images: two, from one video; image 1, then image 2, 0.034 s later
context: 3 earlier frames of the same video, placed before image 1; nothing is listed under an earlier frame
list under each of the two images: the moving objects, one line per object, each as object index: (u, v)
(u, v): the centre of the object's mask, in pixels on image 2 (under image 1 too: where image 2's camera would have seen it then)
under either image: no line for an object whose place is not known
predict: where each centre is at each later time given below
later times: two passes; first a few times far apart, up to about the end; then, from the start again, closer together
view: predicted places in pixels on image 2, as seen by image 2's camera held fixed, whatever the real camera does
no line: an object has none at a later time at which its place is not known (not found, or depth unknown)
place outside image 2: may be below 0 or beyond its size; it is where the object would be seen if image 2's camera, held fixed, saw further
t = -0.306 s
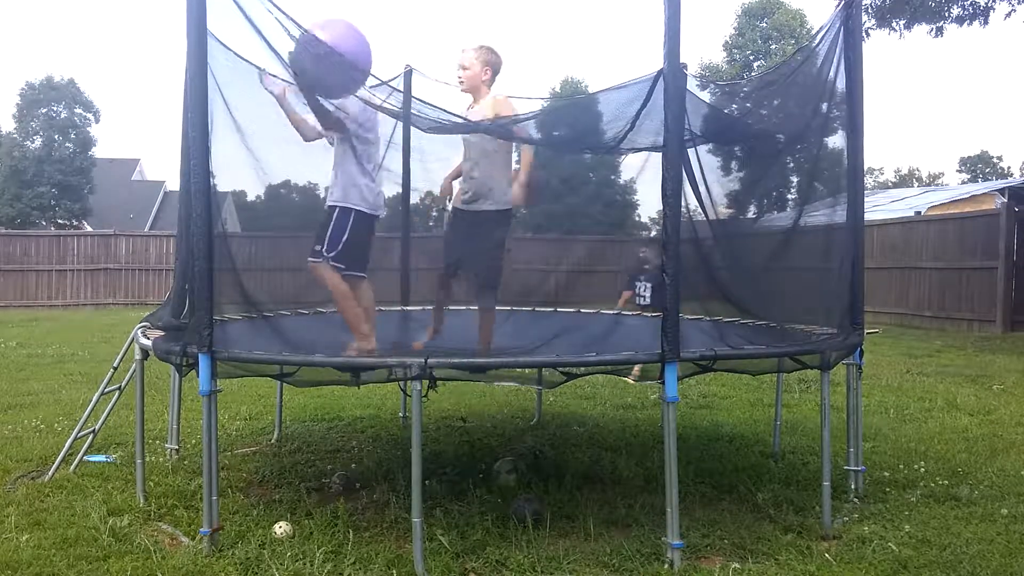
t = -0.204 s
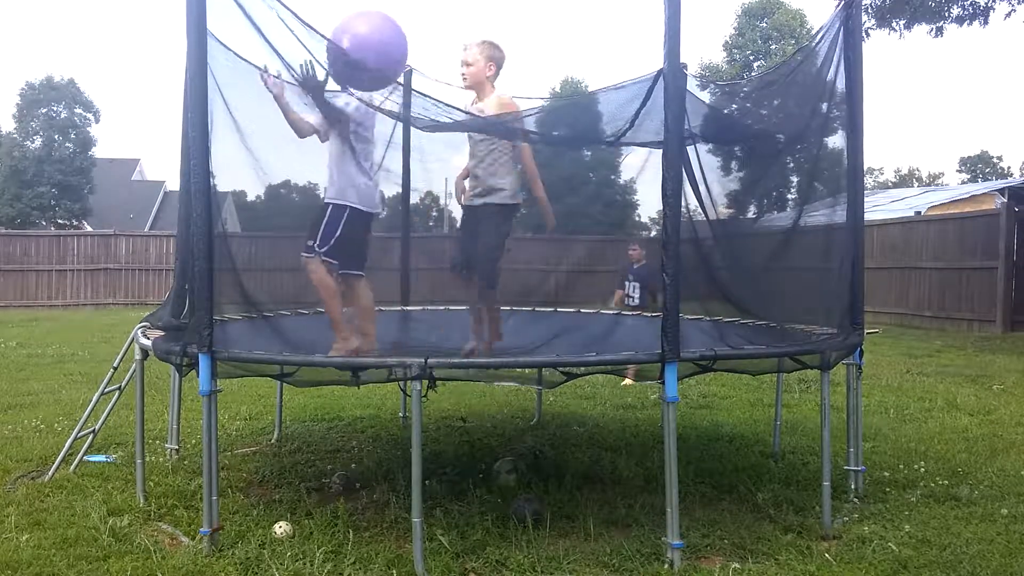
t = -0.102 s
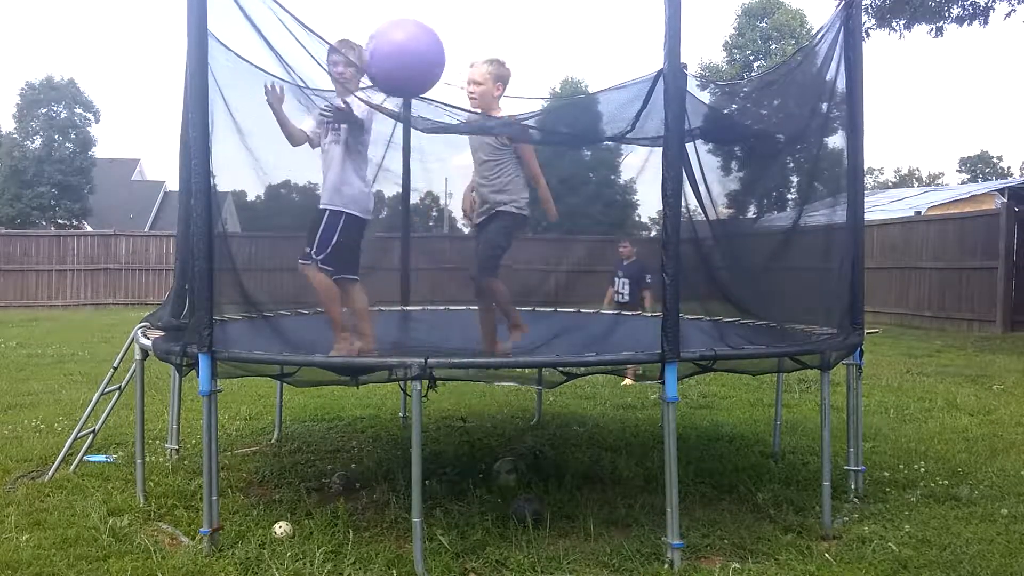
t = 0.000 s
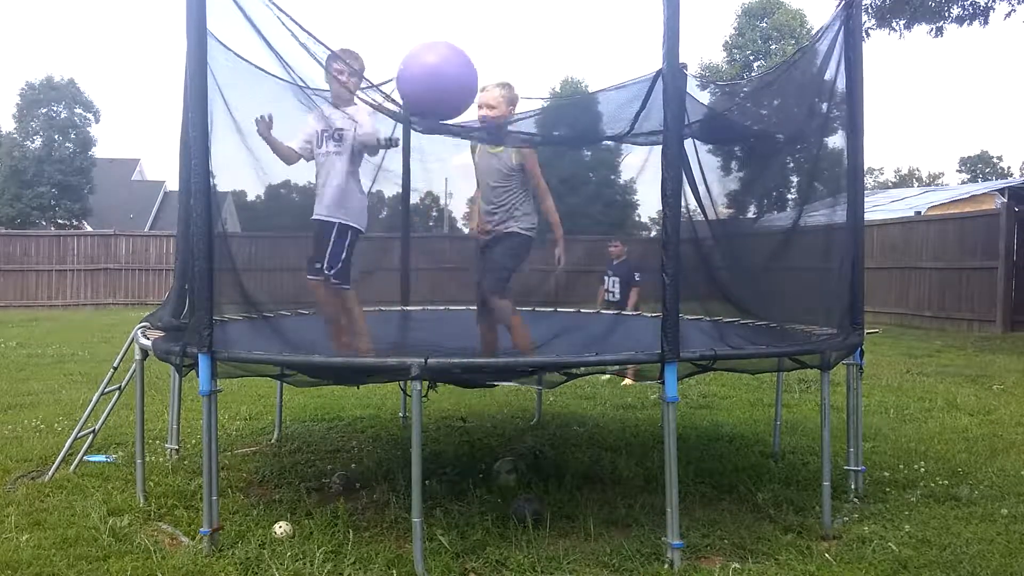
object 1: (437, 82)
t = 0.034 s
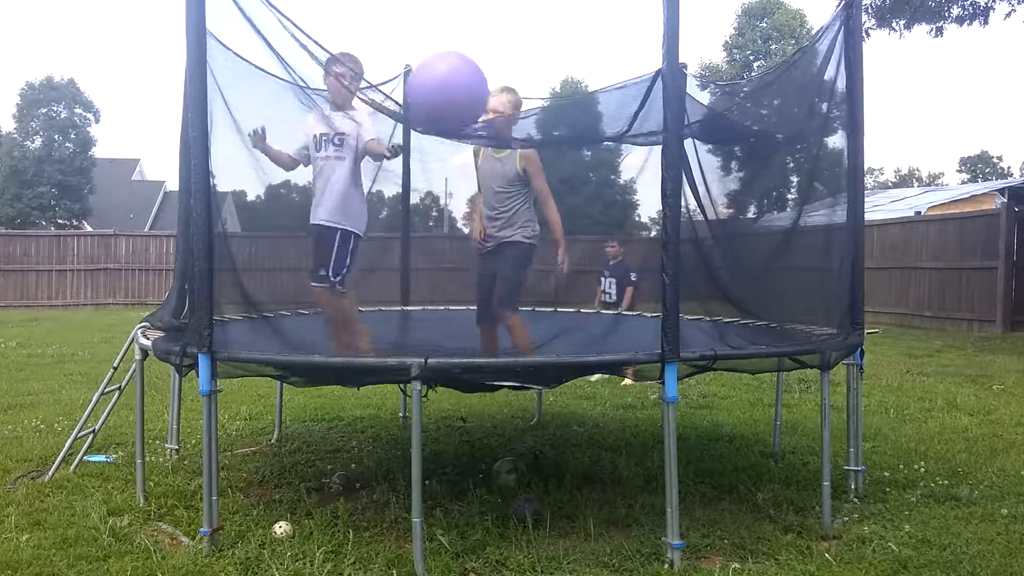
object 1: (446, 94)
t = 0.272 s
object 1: (530, 120)
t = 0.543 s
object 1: (599, 111)
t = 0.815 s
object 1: (639, 197)
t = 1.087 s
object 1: (671, 463)
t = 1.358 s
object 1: (685, 446)
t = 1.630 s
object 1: (689, 401)
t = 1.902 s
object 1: (687, 546)
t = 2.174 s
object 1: (700, 538)
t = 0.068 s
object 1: (459, 105)
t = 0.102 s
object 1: (470, 117)
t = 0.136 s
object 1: (481, 125)
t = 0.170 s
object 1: (494, 128)
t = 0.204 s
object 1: (507, 128)
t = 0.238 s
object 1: (519, 125)
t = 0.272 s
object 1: (530, 120)
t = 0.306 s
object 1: (539, 116)
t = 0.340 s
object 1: (551, 112)
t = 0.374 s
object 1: (561, 110)
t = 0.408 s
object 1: (570, 109)
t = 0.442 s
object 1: (578, 108)
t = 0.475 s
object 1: (586, 105)
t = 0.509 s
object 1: (592, 107)
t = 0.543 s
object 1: (599, 111)
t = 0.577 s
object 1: (605, 110)
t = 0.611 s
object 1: (610, 114)
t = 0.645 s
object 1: (615, 121)
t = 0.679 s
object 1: (620, 131)
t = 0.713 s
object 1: (624, 143)
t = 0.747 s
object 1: (628, 158)
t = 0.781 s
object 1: (634, 176)
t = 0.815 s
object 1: (639, 197)
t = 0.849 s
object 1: (643, 221)
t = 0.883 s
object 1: (647, 248)
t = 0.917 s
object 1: (650, 277)
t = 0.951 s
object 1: (655, 309)
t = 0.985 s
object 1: (659, 344)
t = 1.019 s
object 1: (664, 382)
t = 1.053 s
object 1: (667, 422)
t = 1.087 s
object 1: (671, 463)
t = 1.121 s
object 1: (675, 506)
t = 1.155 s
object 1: (677, 545)
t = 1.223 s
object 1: (682, 539)
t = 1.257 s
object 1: (683, 515)
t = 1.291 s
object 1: (683, 489)
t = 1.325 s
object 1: (684, 466)
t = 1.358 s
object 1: (685, 446)
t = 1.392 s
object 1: (686, 430)
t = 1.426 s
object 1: (687, 417)
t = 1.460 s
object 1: (687, 406)
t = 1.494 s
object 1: (688, 398)
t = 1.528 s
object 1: (688, 395)
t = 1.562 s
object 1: (688, 395)
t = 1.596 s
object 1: (689, 396)
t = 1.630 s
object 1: (689, 401)
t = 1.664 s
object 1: (689, 410)
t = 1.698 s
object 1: (690, 423)
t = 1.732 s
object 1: (689, 438)
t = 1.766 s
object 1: (689, 456)
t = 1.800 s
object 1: (689, 477)
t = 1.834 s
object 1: (688, 501)
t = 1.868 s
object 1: (688, 528)
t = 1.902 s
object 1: (687, 546)
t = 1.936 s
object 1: (685, 562)
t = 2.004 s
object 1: (686, 562)
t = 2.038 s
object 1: (689, 554)
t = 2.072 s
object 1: (693, 548)
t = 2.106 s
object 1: (695, 543)
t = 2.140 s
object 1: (697, 540)
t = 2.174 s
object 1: (700, 538)
